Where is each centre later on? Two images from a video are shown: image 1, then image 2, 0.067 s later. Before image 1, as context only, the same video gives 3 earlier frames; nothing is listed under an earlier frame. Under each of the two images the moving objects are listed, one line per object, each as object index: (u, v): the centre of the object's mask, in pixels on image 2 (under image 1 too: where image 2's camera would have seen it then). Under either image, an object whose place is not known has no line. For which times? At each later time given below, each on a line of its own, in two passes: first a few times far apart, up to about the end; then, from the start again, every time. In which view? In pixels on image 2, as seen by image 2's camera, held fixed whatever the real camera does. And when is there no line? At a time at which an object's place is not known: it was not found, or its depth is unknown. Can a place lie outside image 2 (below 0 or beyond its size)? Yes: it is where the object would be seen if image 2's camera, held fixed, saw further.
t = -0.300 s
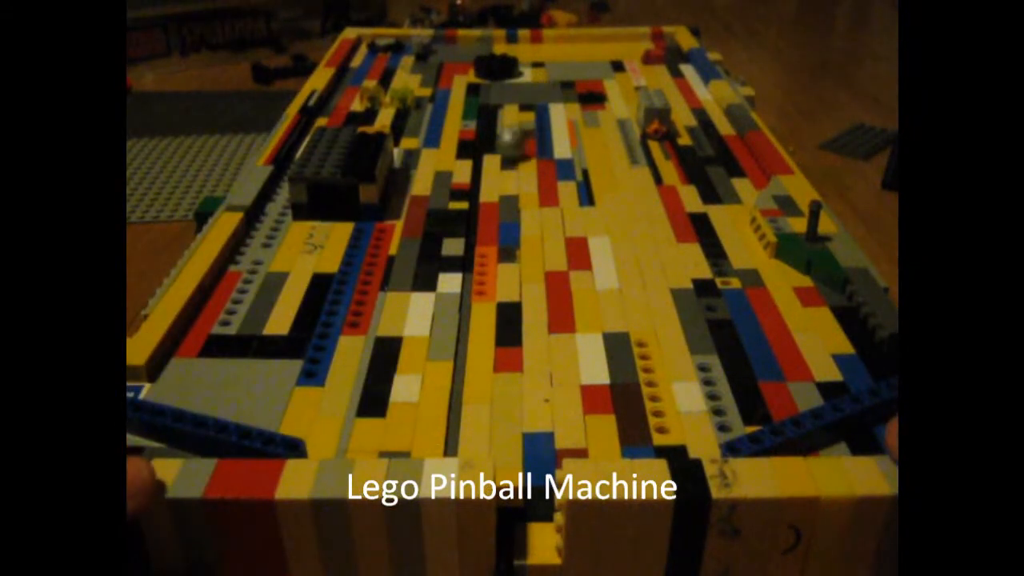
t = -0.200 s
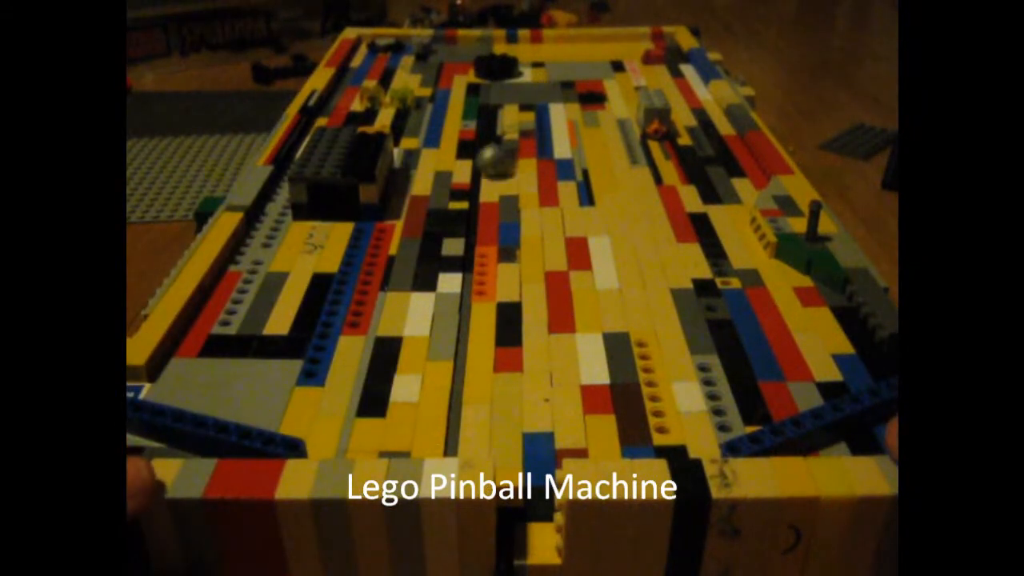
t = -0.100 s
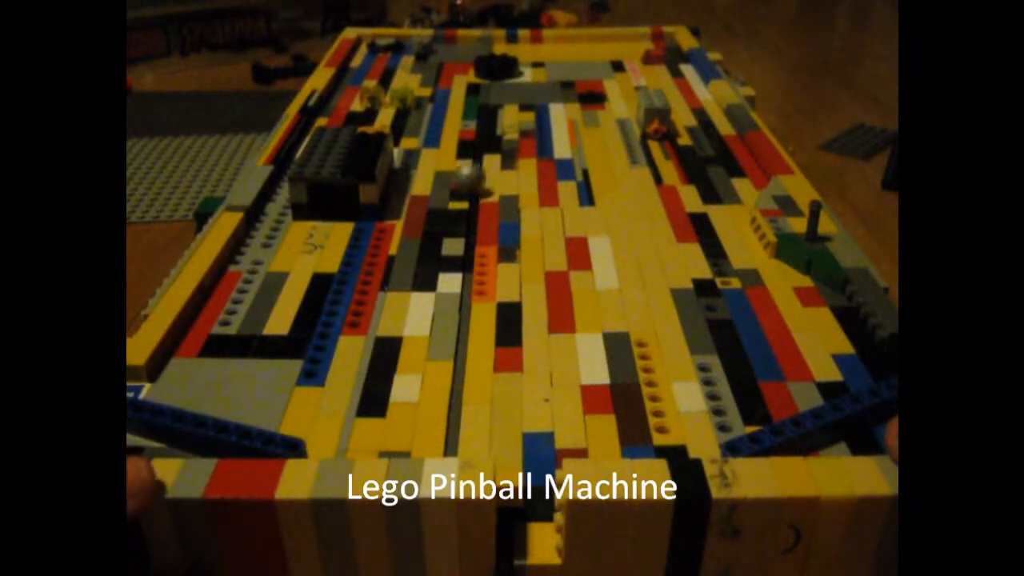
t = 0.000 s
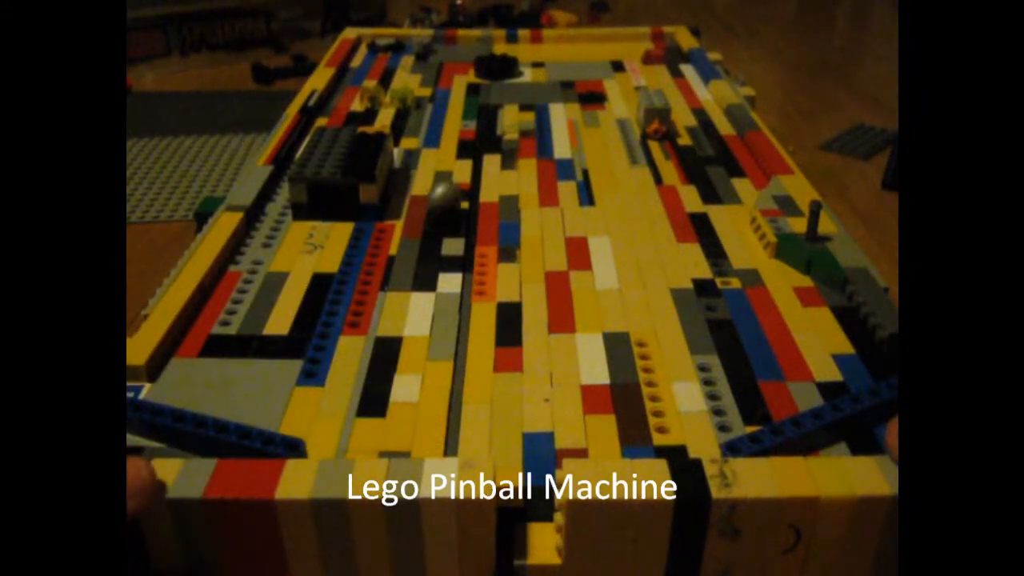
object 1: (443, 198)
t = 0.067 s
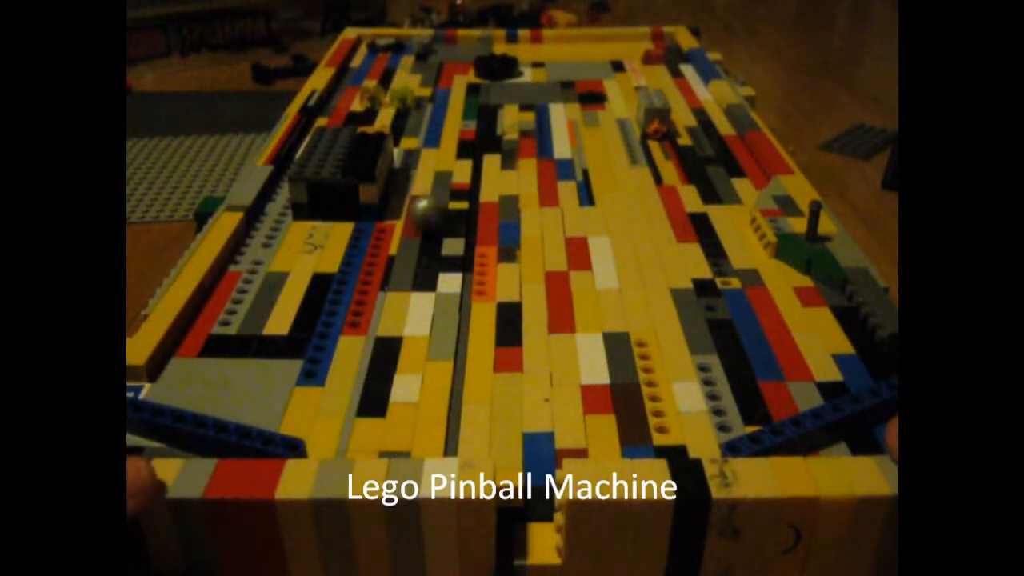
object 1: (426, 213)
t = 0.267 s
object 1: (369, 266)
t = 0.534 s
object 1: (248, 349)
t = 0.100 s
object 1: (418, 221)
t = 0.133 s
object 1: (410, 229)
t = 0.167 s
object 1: (399, 238)
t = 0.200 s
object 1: (389, 247)
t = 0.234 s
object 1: (379, 257)
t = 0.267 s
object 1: (369, 266)
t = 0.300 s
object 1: (357, 276)
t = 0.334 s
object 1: (344, 286)
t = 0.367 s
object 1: (329, 295)
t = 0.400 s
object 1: (314, 305)
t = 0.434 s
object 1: (298, 314)
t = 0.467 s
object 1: (280, 327)
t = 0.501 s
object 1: (264, 338)
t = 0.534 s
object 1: (248, 349)
